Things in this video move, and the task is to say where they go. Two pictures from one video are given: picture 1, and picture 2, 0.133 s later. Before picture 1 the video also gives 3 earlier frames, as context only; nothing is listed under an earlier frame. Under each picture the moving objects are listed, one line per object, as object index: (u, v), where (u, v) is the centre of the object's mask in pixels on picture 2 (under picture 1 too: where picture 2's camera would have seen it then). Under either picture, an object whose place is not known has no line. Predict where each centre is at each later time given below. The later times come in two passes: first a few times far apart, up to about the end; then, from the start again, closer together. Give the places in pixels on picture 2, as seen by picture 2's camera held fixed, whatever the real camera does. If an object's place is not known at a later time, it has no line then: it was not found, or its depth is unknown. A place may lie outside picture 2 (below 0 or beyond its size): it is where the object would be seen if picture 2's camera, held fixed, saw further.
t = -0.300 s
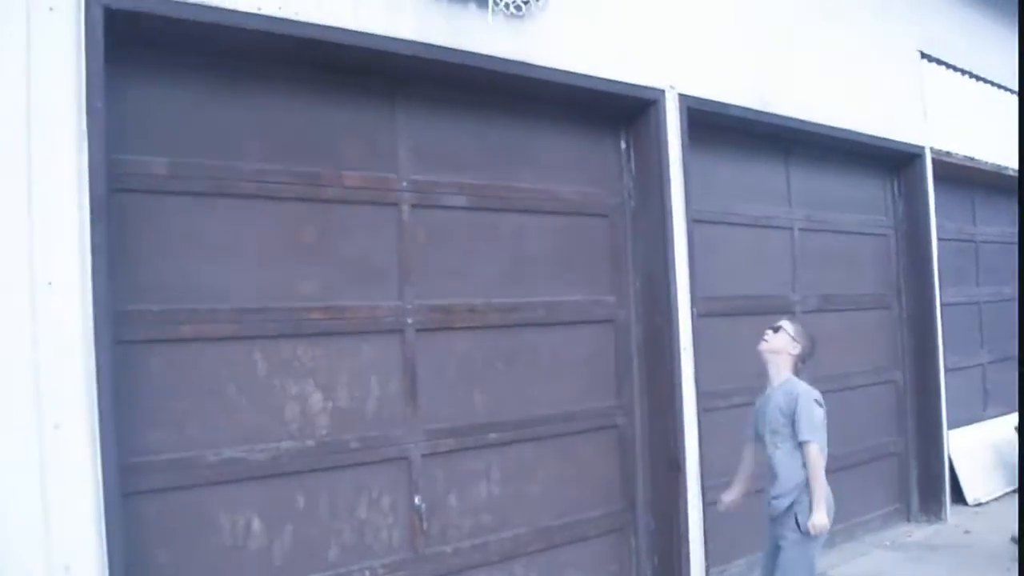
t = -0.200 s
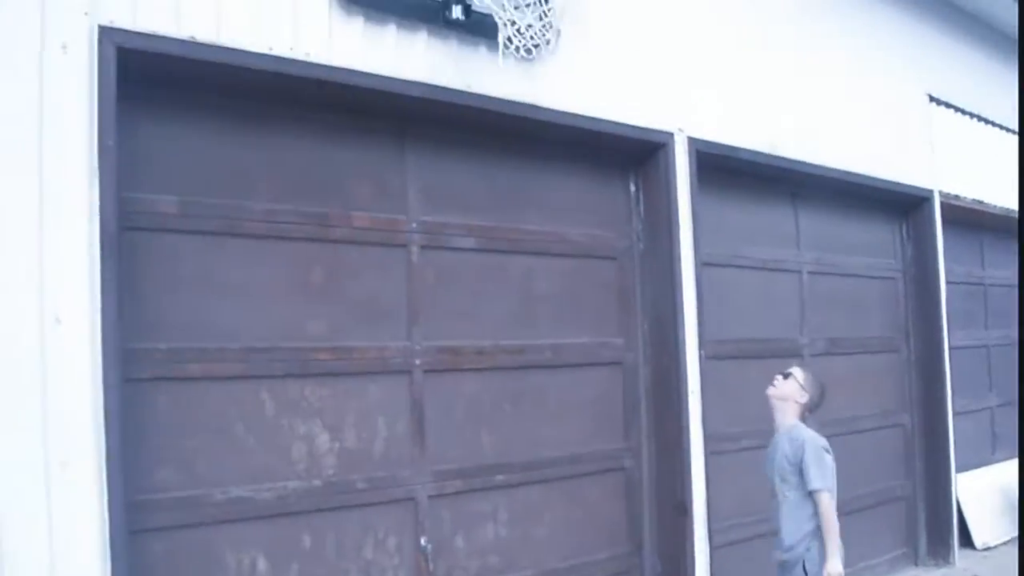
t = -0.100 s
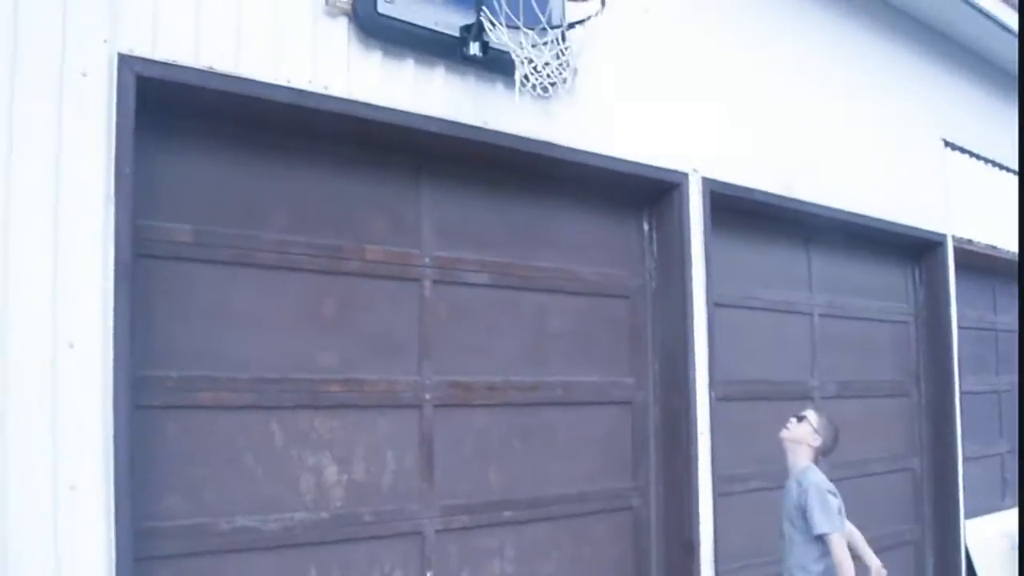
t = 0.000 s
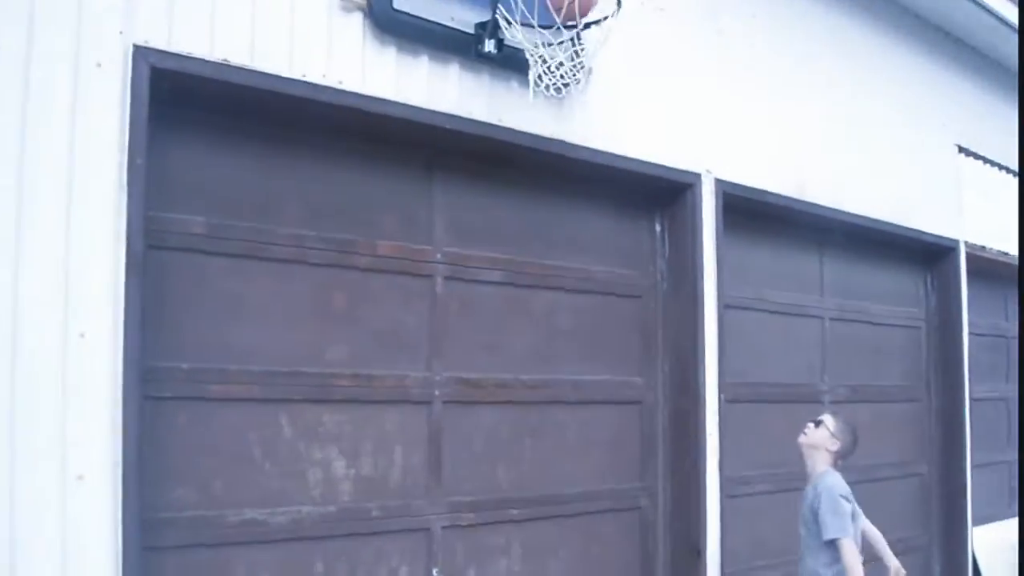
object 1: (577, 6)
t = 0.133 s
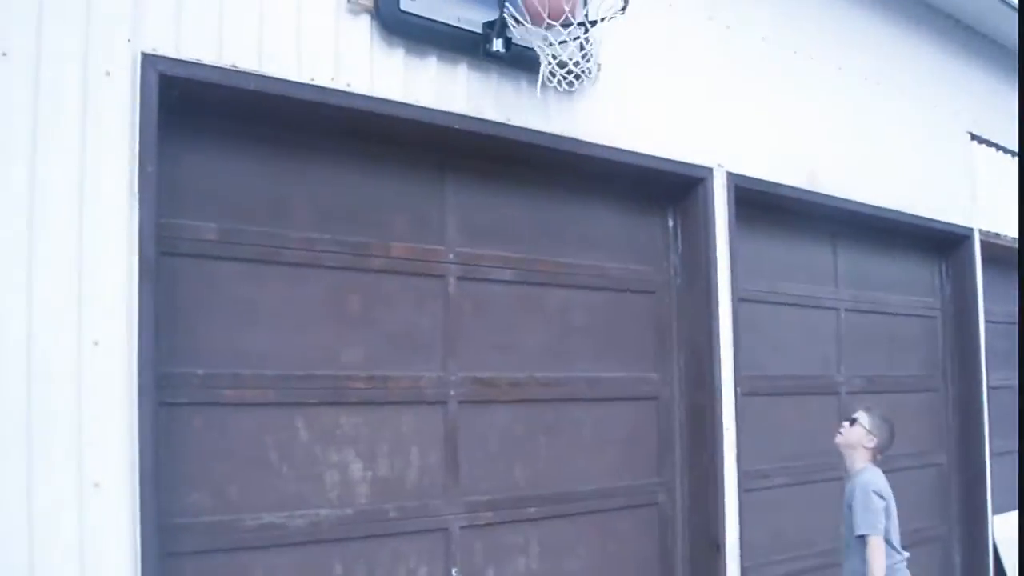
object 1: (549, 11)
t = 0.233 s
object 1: (534, 29)
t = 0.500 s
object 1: (569, 186)
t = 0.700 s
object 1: (604, 451)
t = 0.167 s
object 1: (540, 15)
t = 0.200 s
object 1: (533, 22)
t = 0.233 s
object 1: (534, 29)
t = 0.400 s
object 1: (553, 104)
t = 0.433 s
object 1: (558, 130)
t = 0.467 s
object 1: (563, 157)
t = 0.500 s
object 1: (569, 186)
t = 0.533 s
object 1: (575, 220)
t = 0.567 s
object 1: (581, 259)
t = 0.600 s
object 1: (586, 301)
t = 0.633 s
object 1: (592, 346)
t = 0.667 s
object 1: (599, 398)
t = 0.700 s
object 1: (604, 451)
